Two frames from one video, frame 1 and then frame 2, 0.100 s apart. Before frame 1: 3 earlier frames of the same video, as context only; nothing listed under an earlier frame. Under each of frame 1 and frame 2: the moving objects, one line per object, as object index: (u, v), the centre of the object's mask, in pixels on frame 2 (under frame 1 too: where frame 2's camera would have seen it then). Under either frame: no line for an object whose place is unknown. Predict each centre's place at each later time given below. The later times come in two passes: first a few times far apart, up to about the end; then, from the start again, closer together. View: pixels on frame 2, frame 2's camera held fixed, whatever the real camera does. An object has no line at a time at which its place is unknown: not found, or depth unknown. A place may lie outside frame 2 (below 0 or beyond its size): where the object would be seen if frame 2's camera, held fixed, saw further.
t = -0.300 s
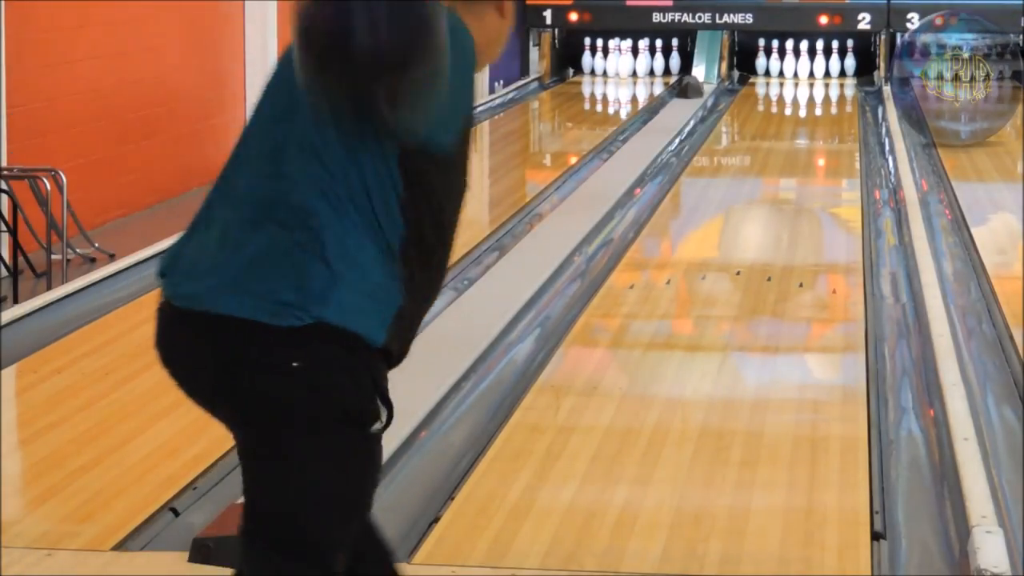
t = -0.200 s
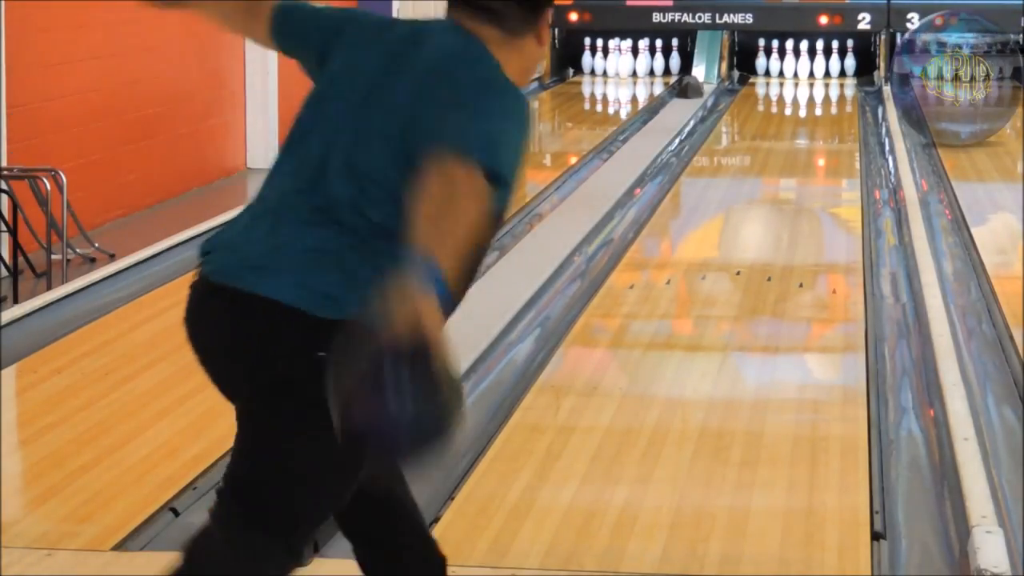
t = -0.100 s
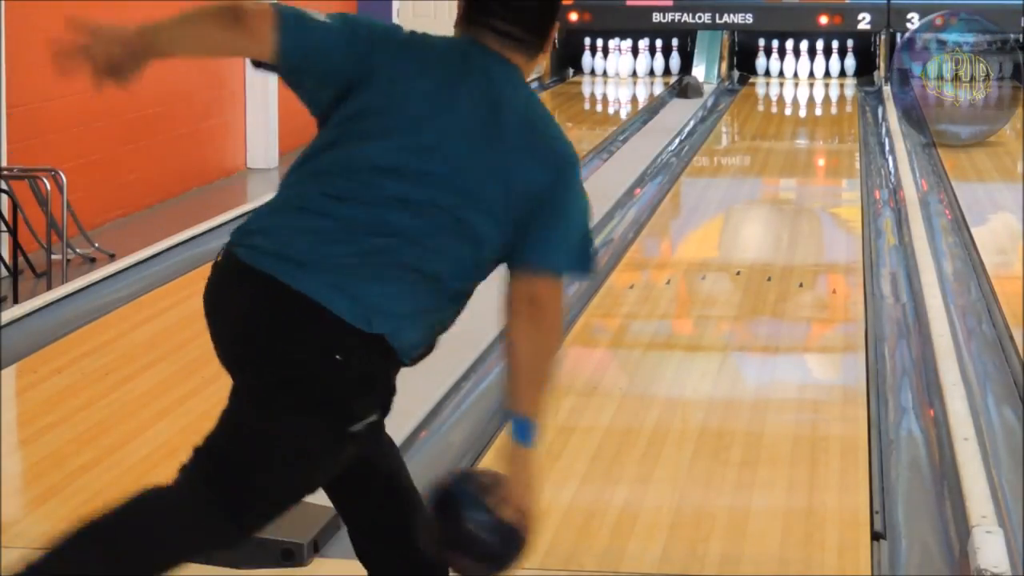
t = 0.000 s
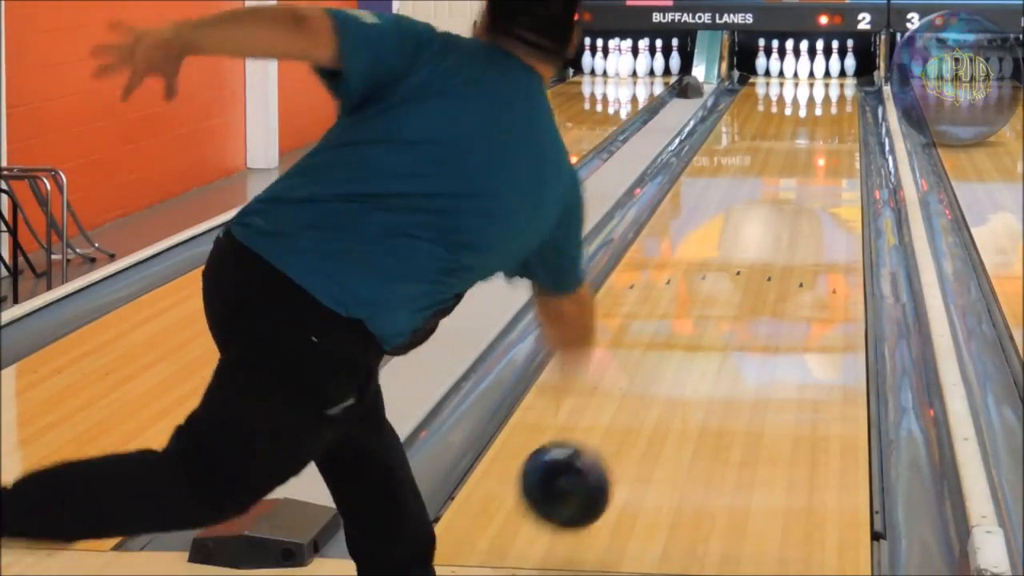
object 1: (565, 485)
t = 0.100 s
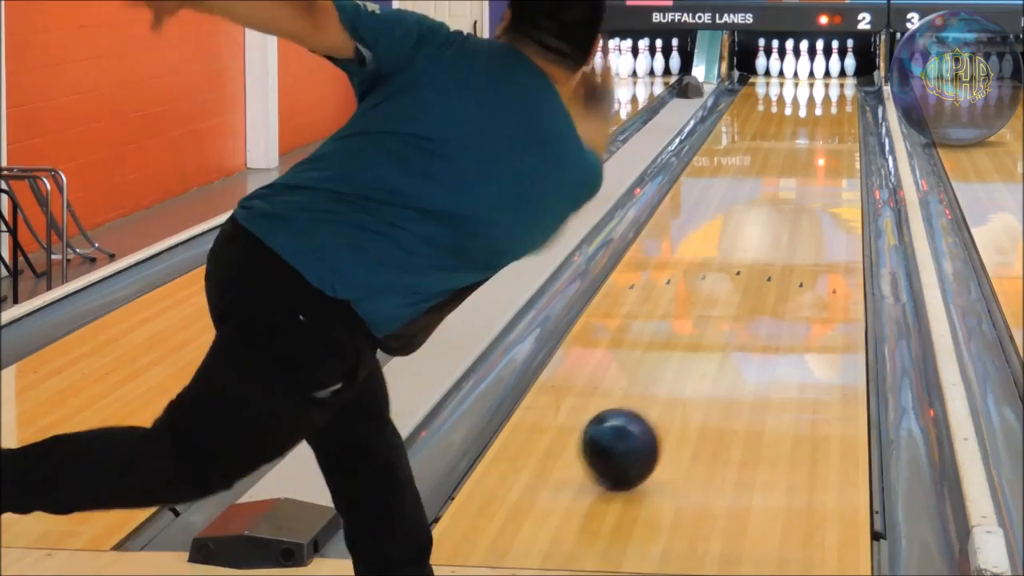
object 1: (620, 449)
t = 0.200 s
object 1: (662, 391)
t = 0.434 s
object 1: (729, 293)
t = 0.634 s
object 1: (768, 238)
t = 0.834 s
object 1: (795, 198)
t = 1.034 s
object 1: (815, 167)
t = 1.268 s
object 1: (832, 140)
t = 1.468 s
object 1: (841, 122)
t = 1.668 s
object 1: (844, 107)
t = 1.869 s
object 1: (841, 94)
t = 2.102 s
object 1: (830, 82)
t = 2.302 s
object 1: (815, 74)
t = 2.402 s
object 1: (808, 70)
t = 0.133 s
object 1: (635, 426)
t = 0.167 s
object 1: (649, 407)
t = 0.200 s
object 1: (662, 391)
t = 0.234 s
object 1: (674, 373)
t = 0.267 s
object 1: (685, 357)
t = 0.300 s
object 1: (695, 343)
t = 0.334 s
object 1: (704, 329)
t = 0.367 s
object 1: (713, 316)
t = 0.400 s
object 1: (722, 303)
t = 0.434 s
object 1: (729, 293)
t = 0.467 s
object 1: (737, 283)
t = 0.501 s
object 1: (744, 273)
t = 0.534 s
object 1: (750, 263)
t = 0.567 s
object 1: (756, 255)
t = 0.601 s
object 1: (762, 246)
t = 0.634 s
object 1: (768, 238)
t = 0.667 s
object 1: (773, 231)
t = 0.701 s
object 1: (778, 224)
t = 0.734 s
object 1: (783, 217)
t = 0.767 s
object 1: (787, 211)
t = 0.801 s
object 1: (791, 204)
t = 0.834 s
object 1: (795, 198)
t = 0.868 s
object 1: (799, 192)
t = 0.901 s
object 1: (802, 187)
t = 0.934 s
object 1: (806, 182)
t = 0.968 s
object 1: (809, 177)
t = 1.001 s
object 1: (812, 172)
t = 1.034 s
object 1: (815, 167)
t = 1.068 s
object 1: (818, 163)
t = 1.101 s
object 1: (821, 159)
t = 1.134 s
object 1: (823, 155)
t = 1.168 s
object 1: (825, 151)
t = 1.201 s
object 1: (828, 147)
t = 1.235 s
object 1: (830, 143)
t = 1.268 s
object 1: (832, 140)
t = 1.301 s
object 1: (834, 137)
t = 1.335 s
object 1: (835, 134)
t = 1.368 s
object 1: (837, 130)
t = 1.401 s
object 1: (838, 128)
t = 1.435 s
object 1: (840, 125)
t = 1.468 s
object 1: (841, 122)
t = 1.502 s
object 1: (842, 119)
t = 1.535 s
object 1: (842, 117)
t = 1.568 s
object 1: (843, 114)
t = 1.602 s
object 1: (843, 111)
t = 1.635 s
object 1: (844, 109)
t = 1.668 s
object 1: (844, 107)
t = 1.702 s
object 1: (844, 104)
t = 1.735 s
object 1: (844, 102)
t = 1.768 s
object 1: (844, 100)
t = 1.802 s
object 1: (843, 98)
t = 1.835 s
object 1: (842, 96)
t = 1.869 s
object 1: (841, 94)
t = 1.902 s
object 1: (840, 92)
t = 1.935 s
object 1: (839, 90)
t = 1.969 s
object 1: (837, 88)
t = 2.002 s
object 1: (835, 87)
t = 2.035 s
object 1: (834, 85)
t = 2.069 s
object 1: (831, 83)
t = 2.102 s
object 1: (830, 82)
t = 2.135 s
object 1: (827, 80)
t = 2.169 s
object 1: (825, 79)
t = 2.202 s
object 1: (822, 78)
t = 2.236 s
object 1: (820, 77)
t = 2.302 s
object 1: (815, 74)
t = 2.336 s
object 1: (812, 73)
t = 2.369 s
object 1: (809, 71)
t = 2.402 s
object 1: (808, 70)
